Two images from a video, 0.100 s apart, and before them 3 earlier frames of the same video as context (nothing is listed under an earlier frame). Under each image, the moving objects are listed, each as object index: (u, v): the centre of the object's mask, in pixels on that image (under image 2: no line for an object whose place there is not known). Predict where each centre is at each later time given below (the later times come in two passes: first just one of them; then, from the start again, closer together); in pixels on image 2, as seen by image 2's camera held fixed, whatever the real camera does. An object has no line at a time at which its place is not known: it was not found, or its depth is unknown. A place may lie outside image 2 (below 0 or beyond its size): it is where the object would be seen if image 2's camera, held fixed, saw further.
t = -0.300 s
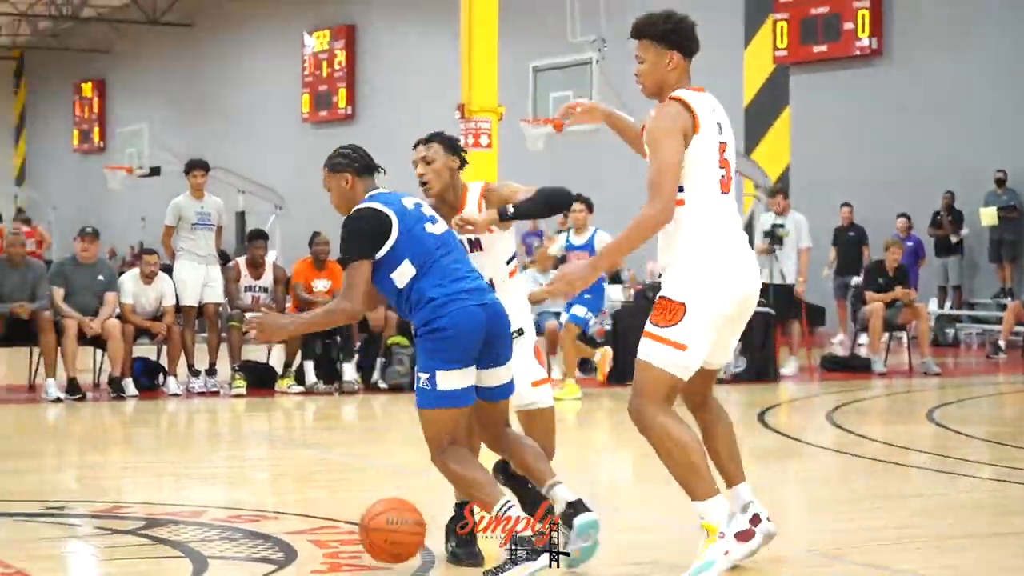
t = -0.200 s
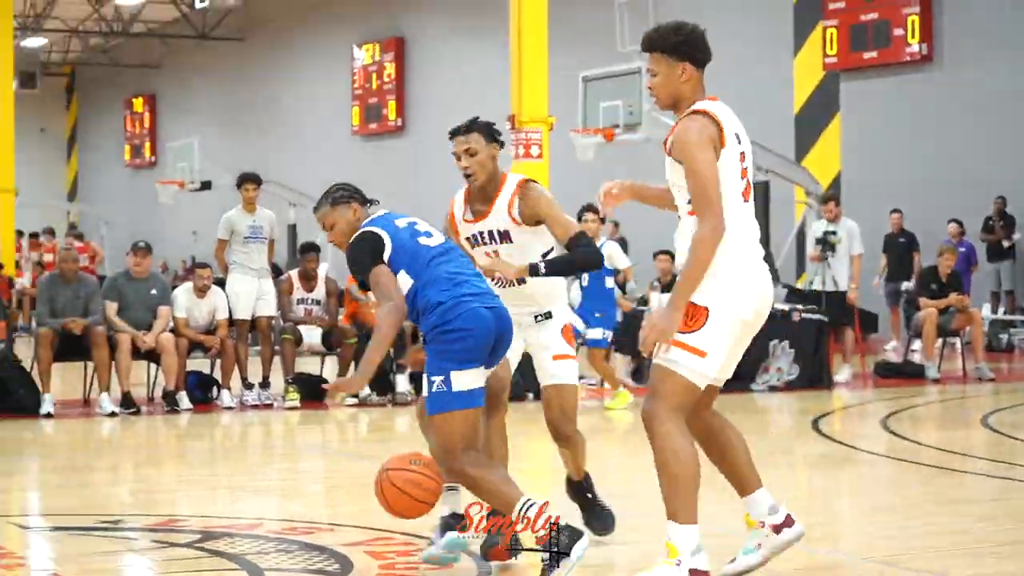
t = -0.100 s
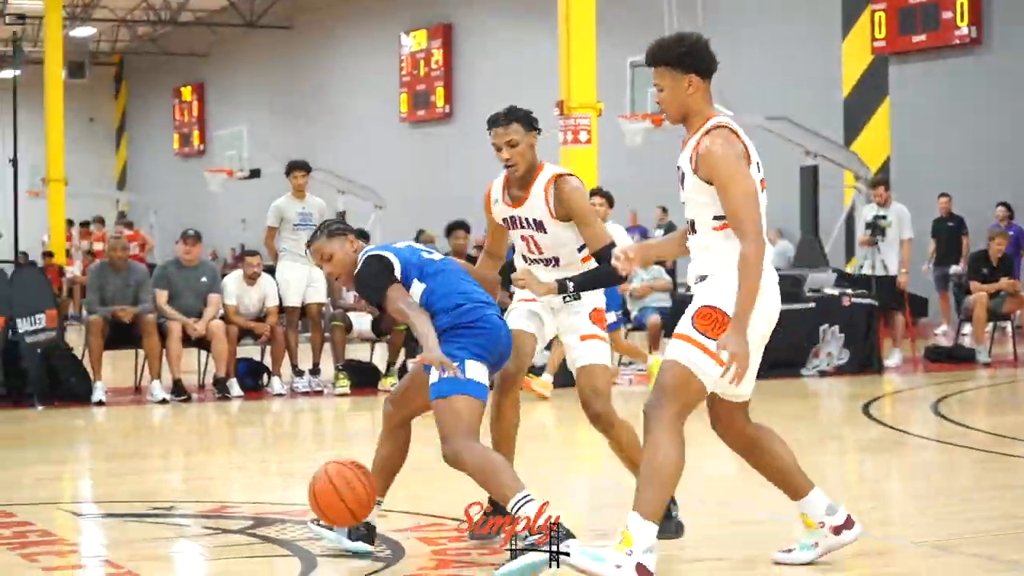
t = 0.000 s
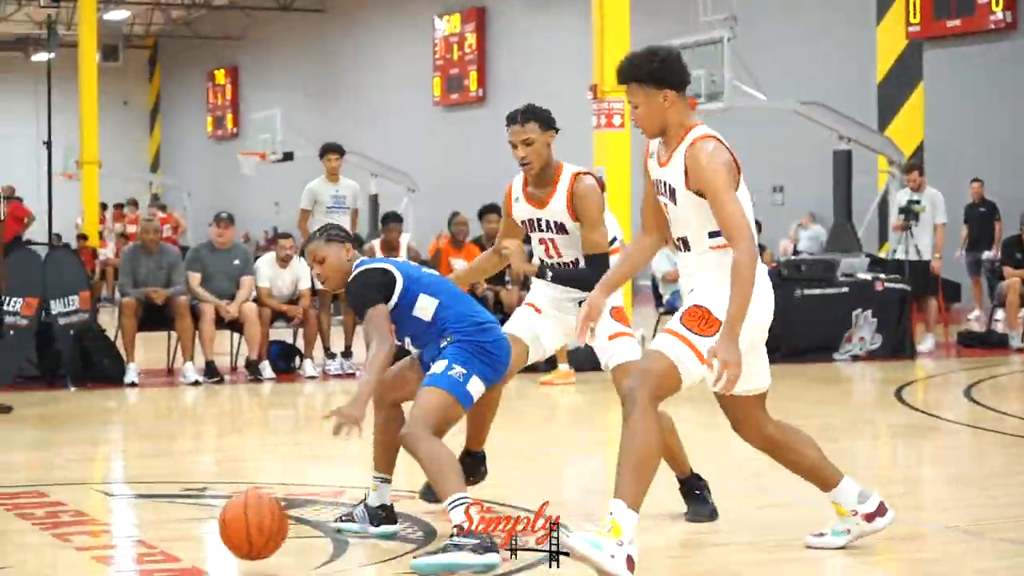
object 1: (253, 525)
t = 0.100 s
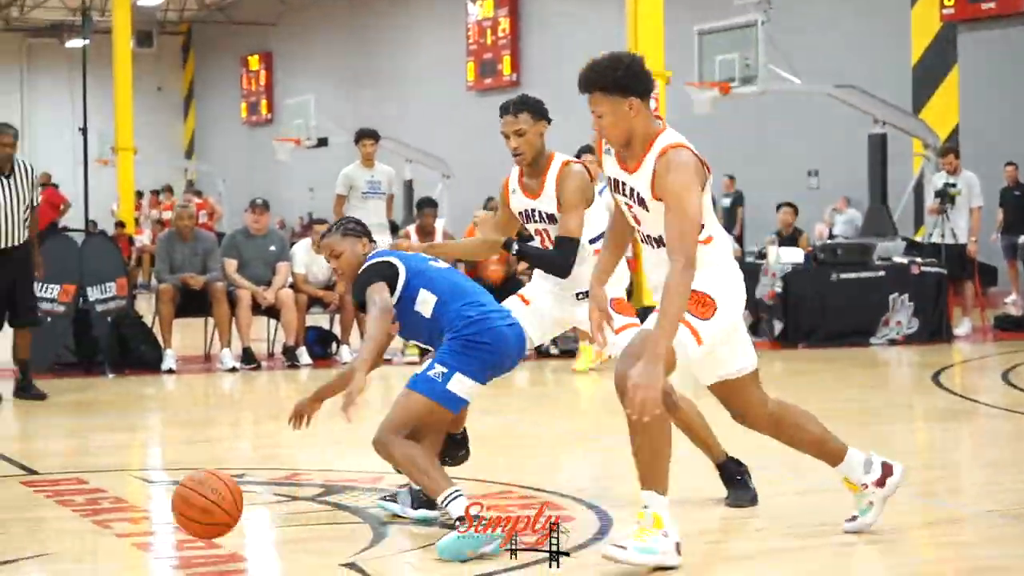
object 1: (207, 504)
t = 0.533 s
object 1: (-118, 532)
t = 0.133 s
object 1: (183, 494)
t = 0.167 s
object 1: (158, 487)
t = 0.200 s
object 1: (131, 483)
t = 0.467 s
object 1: (-65, 553)
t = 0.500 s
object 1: (-91, 540)
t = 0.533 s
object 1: (-118, 532)
